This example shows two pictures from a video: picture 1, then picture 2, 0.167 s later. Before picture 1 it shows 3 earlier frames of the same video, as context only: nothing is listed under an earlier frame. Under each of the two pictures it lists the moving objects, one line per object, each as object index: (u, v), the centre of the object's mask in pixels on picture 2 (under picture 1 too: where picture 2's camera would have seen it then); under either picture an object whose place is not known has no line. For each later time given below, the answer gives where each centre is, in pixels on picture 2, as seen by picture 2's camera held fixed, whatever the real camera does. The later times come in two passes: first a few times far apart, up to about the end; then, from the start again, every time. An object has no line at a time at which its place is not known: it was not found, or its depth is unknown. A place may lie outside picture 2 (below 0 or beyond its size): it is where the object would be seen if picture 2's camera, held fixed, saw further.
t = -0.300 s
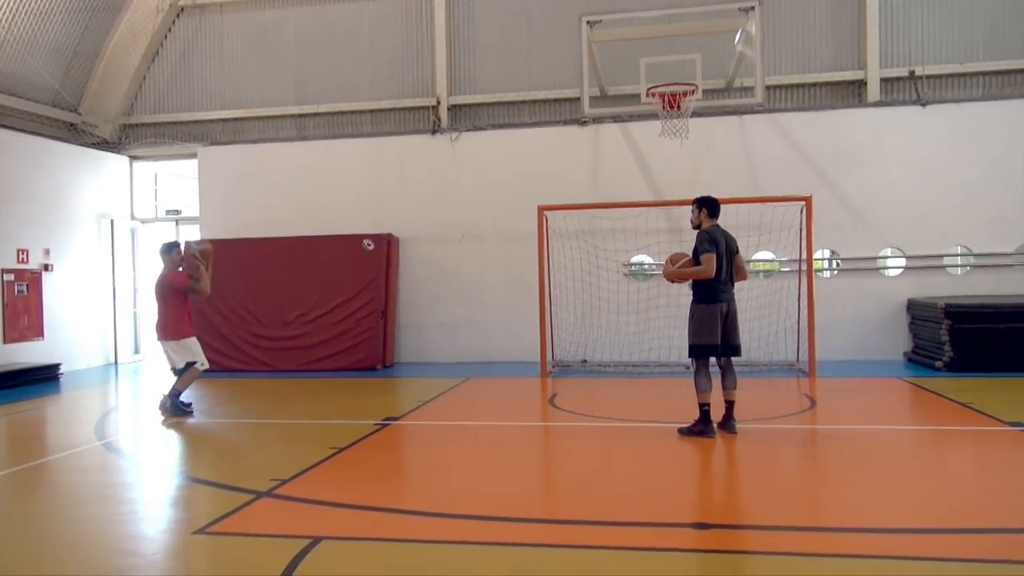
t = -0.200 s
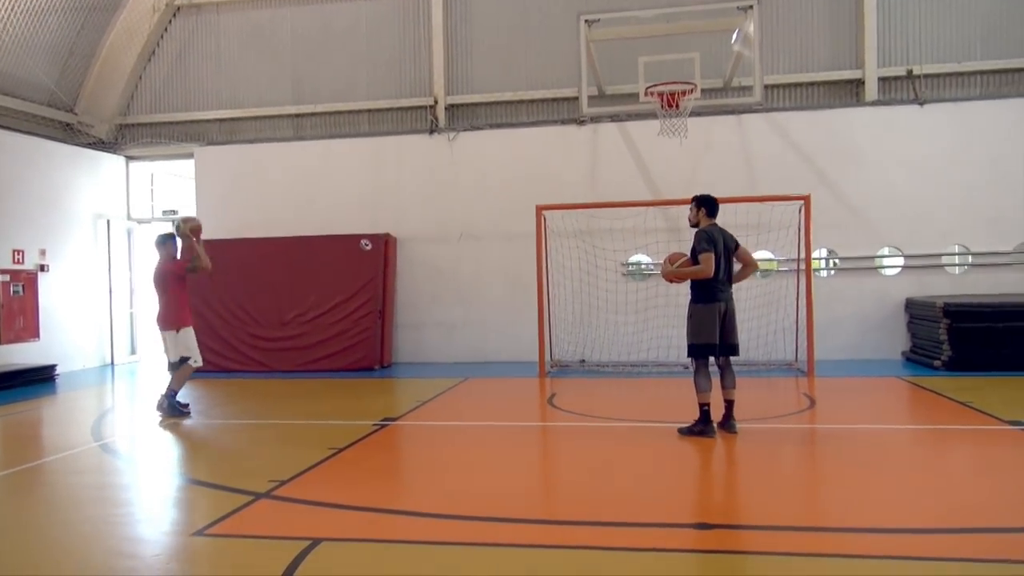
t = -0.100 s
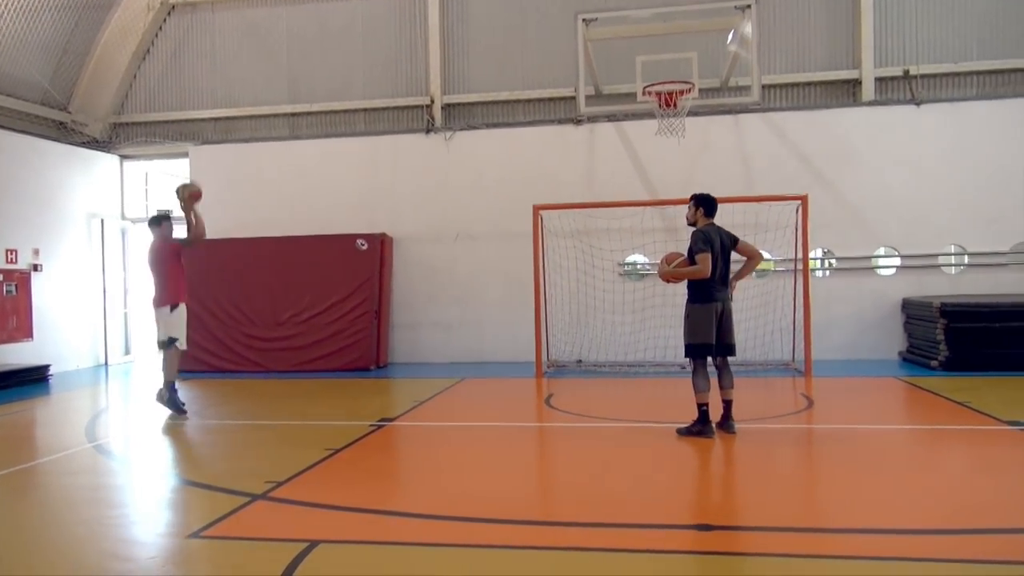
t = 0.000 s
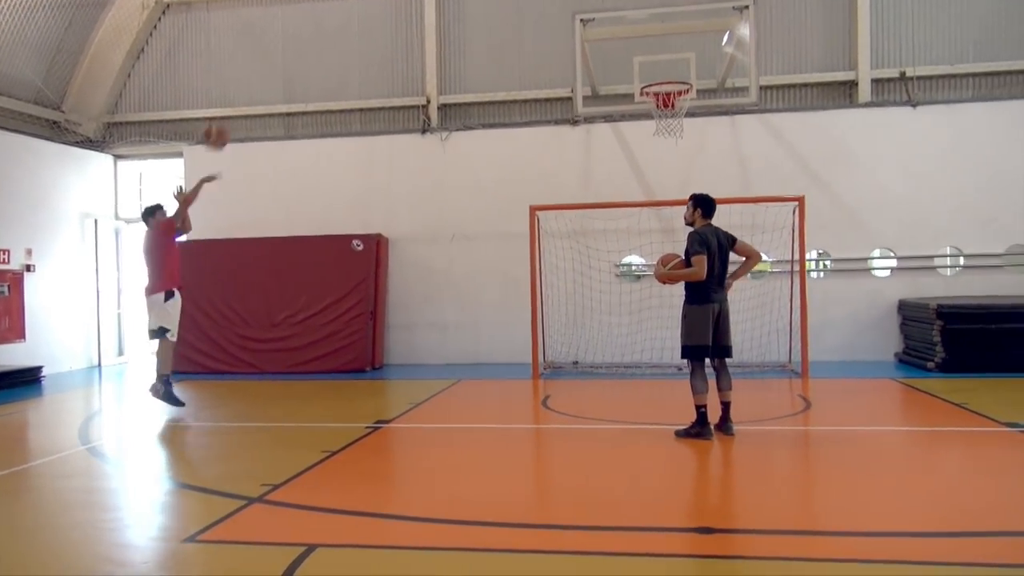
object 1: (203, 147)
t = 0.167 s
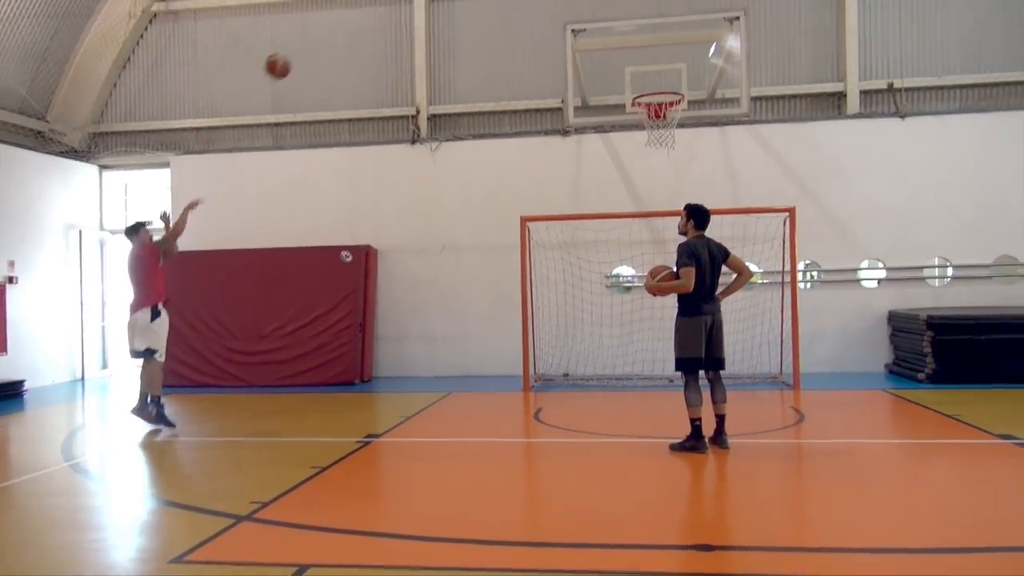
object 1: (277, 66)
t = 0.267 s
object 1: (322, 31)
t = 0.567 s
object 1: (453, -11)
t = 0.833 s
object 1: (569, 30)
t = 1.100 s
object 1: (652, 57)
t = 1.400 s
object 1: (688, 22)
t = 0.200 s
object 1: (293, 54)
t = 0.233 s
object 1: (307, 41)
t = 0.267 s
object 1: (322, 31)
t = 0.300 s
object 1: (336, 22)
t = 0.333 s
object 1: (352, 13)
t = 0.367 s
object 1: (366, 7)
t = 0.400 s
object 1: (379, 1)
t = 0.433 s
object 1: (394, -4)
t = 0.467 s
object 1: (410, -7)
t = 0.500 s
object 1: (425, -9)
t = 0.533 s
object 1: (438, -10)
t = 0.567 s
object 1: (453, -11)
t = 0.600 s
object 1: (468, -10)
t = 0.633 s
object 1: (483, -9)
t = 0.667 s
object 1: (497, -5)
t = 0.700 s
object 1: (512, -1)
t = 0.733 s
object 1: (526, 6)
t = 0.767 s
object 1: (540, 12)
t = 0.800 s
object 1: (554, 21)
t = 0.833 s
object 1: (569, 30)
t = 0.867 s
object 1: (584, 39)
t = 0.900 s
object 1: (599, 51)
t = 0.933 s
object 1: (614, 63)
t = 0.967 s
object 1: (627, 76)
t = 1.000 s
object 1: (639, 86)
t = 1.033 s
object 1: (643, 76)
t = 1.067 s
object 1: (647, 66)
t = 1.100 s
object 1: (652, 57)
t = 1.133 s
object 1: (655, 48)
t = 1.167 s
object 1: (659, 41)
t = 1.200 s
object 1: (664, 35)
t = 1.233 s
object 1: (667, 29)
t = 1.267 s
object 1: (671, 26)
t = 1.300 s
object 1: (675, 23)
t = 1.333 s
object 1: (679, 22)
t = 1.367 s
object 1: (684, 21)
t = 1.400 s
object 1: (688, 22)
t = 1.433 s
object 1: (692, 24)
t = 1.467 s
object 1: (697, 27)
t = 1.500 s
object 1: (701, 31)
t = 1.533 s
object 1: (706, 36)
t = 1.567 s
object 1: (710, 42)
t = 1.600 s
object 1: (714, 49)
